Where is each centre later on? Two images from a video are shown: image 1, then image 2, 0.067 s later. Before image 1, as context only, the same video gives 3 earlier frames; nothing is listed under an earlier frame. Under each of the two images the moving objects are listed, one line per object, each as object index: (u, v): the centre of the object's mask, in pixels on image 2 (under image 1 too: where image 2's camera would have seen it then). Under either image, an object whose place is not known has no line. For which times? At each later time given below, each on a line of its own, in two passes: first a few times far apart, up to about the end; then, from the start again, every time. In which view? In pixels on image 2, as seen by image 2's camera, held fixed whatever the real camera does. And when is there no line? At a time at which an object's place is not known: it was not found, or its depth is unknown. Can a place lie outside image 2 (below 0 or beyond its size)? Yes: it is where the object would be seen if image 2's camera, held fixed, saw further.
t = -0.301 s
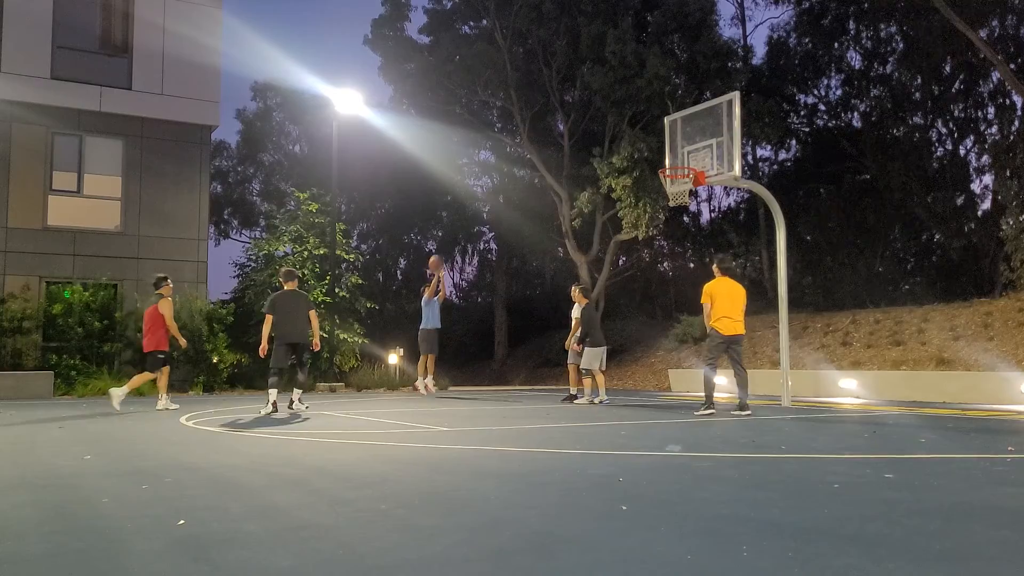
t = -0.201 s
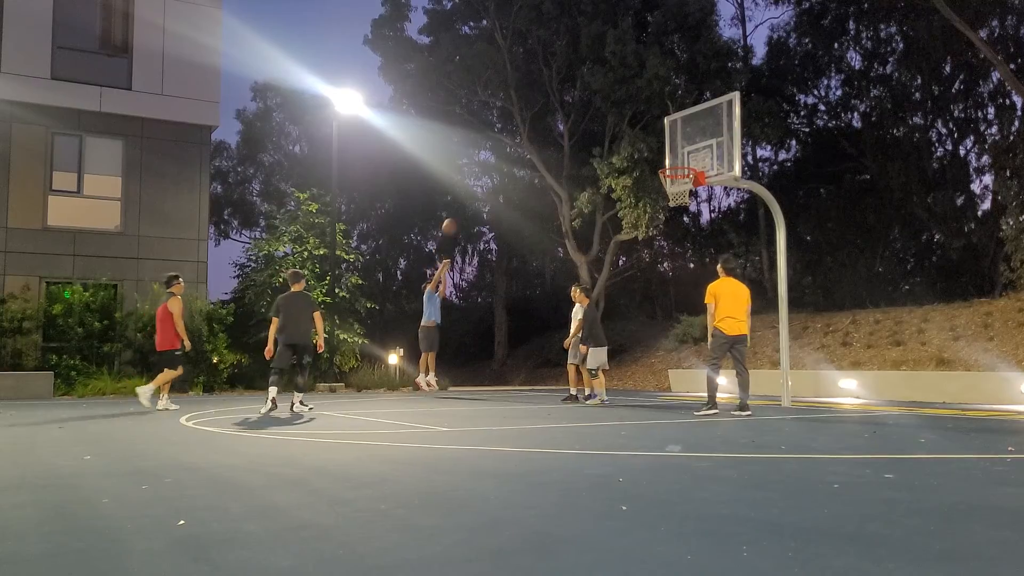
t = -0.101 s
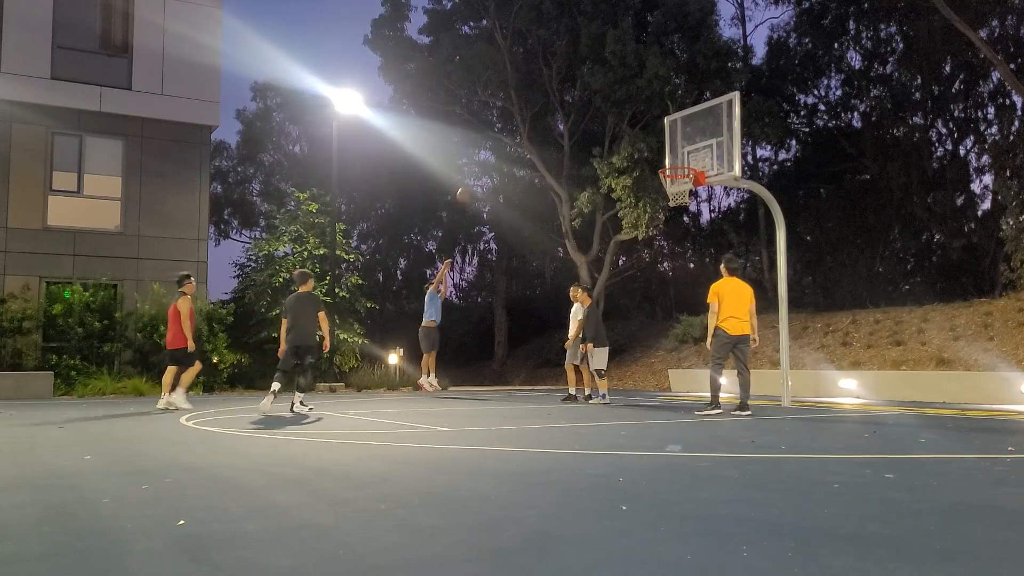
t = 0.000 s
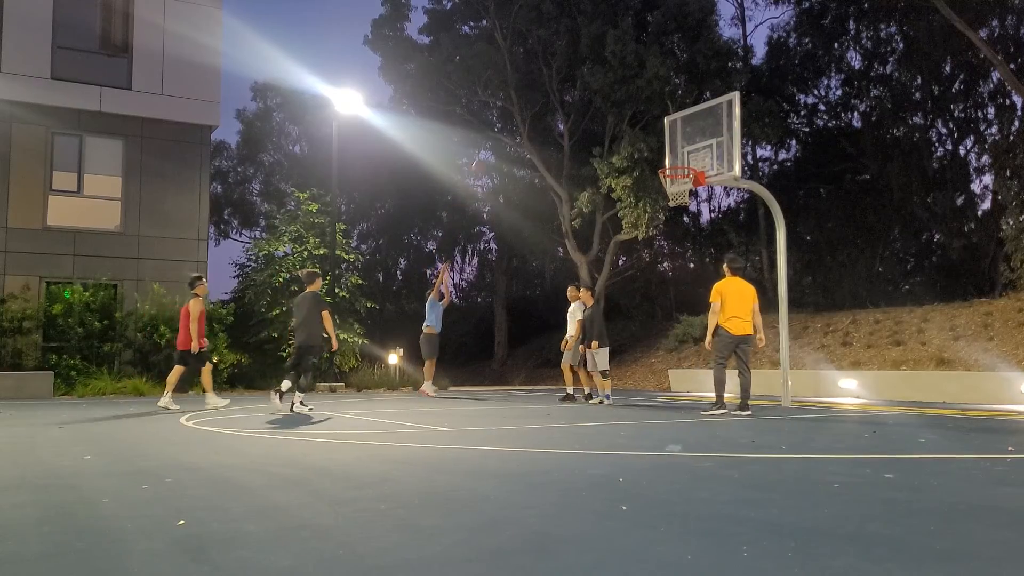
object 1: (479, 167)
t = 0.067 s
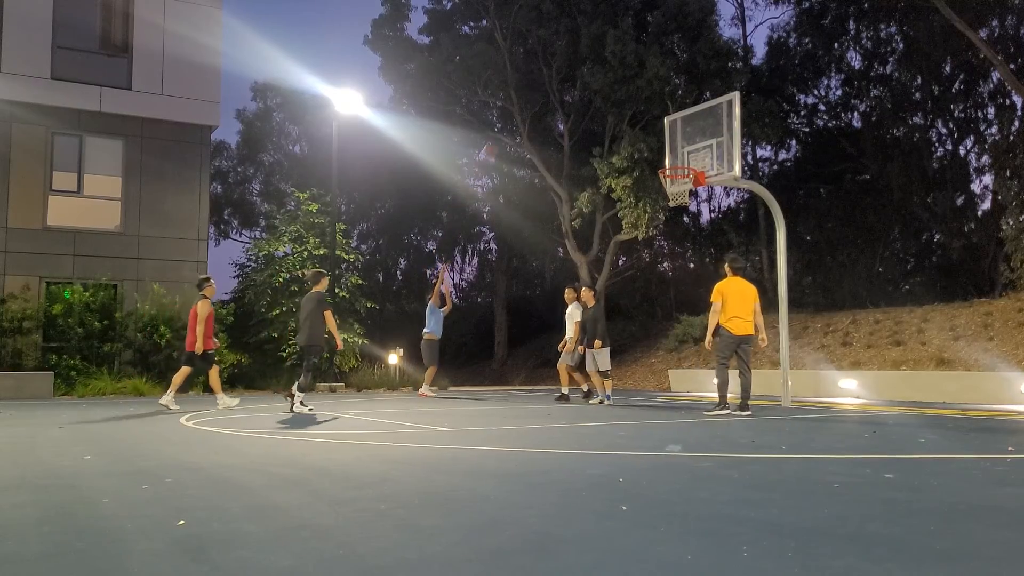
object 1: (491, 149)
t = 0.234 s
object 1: (518, 120)
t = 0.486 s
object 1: (565, 103)
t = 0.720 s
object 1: (616, 124)
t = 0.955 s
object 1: (643, 160)
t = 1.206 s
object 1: (599, 176)
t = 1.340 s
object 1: (573, 206)
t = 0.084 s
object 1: (493, 147)
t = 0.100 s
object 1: (495, 145)
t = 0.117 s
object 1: (497, 141)
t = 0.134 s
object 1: (501, 136)
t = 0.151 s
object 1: (504, 133)
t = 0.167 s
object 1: (507, 130)
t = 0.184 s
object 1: (510, 128)
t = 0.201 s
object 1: (512, 125)
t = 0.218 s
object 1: (515, 123)
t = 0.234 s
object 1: (518, 120)
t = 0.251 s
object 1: (521, 118)
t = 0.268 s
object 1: (524, 116)
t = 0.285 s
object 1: (528, 113)
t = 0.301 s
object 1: (530, 112)
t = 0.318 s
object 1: (533, 111)
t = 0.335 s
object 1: (536, 109)
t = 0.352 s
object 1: (539, 108)
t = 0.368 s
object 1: (543, 106)
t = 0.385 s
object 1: (545, 105)
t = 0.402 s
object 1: (549, 104)
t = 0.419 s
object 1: (552, 104)
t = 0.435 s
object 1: (555, 103)
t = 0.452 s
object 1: (558, 103)
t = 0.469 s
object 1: (562, 103)
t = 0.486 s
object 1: (565, 103)
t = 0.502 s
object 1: (568, 103)
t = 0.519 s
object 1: (572, 103)
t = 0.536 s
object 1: (575, 103)
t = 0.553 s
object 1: (579, 105)
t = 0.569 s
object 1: (583, 106)
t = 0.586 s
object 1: (587, 107)
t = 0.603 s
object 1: (590, 108)
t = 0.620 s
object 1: (594, 110)
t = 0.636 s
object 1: (598, 112)
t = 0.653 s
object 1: (601, 114)
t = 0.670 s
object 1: (605, 116)
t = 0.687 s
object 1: (609, 118)
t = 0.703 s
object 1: (613, 121)
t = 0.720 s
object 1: (616, 124)
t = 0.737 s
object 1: (620, 127)
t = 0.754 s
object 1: (624, 130)
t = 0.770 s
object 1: (628, 134)
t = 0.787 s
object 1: (632, 138)
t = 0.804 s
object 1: (636, 143)
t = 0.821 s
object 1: (640, 147)
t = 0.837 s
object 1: (644, 152)
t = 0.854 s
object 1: (648, 156)
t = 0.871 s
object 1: (653, 162)
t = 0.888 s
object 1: (655, 164)
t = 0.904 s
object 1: (653, 164)
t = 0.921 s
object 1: (650, 162)
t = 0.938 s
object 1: (646, 161)
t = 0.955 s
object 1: (643, 160)
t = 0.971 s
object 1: (641, 160)
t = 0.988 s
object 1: (638, 160)
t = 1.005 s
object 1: (635, 160)
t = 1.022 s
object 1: (632, 160)
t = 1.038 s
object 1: (629, 160)
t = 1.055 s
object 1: (627, 161)
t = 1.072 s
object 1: (623, 162)
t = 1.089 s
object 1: (621, 162)
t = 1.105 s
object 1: (617, 164)
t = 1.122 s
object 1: (615, 165)
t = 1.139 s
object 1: (612, 166)
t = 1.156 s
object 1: (608, 169)
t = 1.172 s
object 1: (606, 170)
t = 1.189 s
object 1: (602, 173)
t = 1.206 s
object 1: (599, 176)
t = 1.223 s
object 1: (596, 179)
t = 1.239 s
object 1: (592, 182)
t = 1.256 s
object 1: (589, 185)
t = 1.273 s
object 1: (586, 189)
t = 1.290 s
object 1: (583, 193)
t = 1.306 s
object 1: (580, 198)
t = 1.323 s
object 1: (576, 202)
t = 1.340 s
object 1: (573, 206)
